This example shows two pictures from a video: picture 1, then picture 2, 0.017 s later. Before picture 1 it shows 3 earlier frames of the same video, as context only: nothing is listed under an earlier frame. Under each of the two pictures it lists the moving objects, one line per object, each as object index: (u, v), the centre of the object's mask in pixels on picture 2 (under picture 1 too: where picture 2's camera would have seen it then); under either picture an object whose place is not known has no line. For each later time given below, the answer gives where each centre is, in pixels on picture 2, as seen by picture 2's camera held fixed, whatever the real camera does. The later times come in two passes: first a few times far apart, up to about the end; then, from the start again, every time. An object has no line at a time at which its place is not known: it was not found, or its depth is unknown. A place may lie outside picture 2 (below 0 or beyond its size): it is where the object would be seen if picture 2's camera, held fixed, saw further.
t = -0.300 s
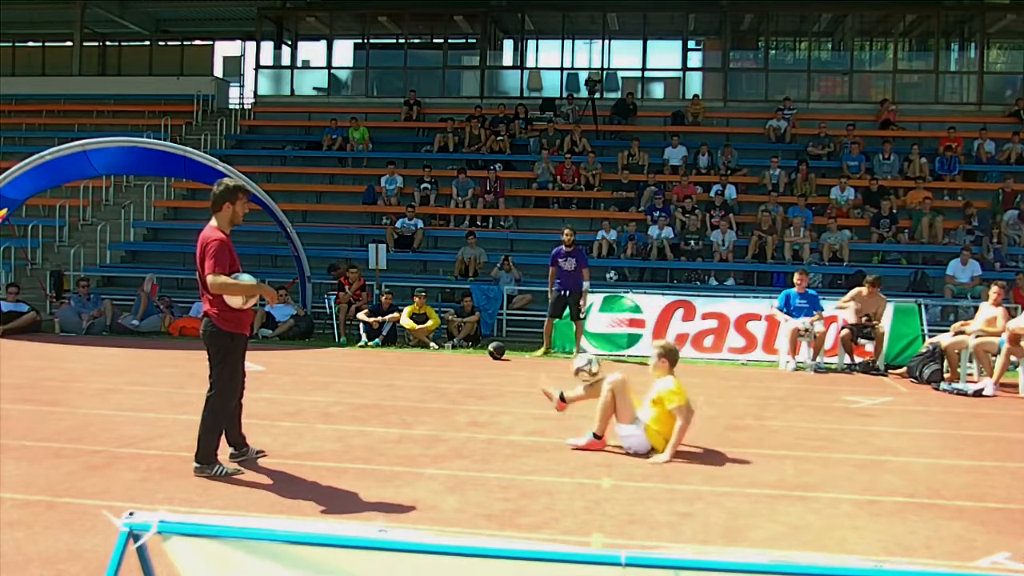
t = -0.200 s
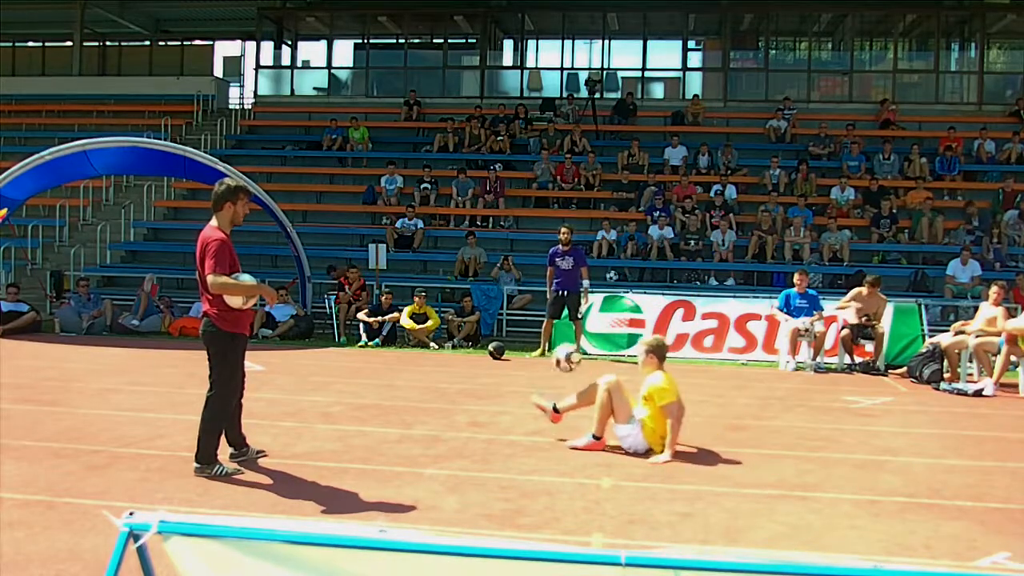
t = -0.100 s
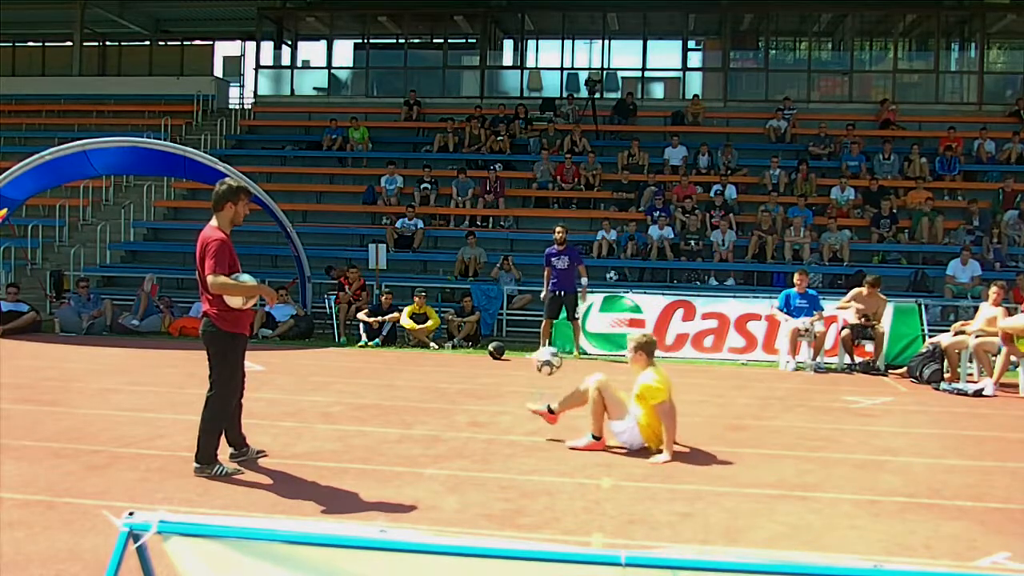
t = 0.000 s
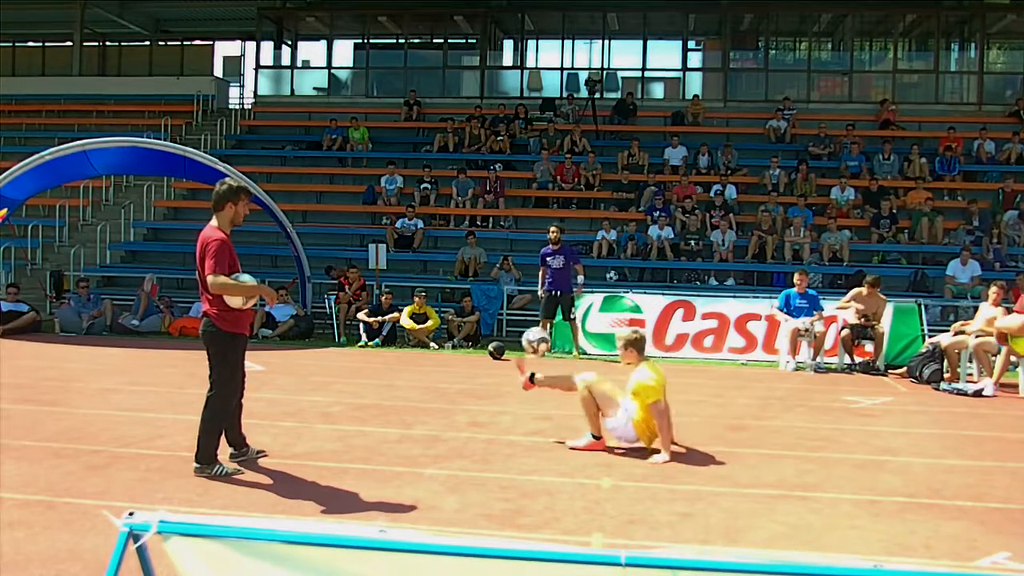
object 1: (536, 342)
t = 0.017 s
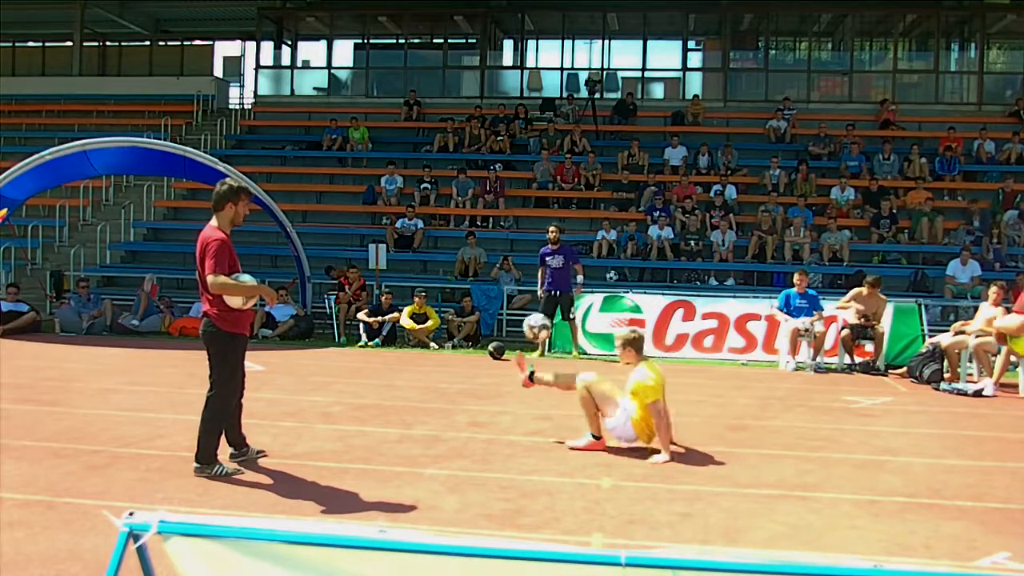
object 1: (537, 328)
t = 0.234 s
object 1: (547, 179)
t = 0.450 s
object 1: (553, 94)
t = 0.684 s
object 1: (559, 68)
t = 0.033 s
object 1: (538, 314)
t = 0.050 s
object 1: (539, 302)
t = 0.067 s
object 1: (540, 289)
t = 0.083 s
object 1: (540, 275)
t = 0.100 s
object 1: (540, 264)
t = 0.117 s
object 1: (542, 253)
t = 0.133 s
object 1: (542, 240)
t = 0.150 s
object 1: (543, 230)
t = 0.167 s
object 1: (544, 220)
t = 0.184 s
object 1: (545, 209)
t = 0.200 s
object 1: (546, 198)
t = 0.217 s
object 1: (546, 190)
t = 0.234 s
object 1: (547, 179)
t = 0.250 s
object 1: (547, 171)
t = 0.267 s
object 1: (548, 163)
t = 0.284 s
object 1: (549, 154)
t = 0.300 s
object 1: (549, 147)
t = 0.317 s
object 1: (550, 140)
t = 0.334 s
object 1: (550, 133)
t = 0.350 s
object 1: (550, 126)
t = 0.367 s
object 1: (551, 120)
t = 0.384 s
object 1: (551, 114)
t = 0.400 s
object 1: (551, 109)
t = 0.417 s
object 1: (552, 104)
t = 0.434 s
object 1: (552, 98)
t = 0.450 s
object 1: (553, 94)
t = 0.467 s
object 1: (554, 90)
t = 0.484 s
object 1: (554, 86)
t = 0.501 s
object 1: (554, 82)
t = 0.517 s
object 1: (555, 79)
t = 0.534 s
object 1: (557, 77)
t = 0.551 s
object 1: (558, 75)
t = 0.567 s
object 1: (558, 73)
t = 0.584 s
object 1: (558, 71)
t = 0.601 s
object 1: (558, 71)
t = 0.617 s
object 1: (558, 70)
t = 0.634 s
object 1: (558, 69)
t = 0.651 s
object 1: (559, 68)
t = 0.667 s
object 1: (559, 68)
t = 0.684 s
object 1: (559, 68)
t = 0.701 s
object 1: (560, 69)
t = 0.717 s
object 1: (560, 70)
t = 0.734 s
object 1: (559, 70)
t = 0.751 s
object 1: (558, 72)
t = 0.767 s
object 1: (559, 74)
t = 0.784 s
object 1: (559, 77)
